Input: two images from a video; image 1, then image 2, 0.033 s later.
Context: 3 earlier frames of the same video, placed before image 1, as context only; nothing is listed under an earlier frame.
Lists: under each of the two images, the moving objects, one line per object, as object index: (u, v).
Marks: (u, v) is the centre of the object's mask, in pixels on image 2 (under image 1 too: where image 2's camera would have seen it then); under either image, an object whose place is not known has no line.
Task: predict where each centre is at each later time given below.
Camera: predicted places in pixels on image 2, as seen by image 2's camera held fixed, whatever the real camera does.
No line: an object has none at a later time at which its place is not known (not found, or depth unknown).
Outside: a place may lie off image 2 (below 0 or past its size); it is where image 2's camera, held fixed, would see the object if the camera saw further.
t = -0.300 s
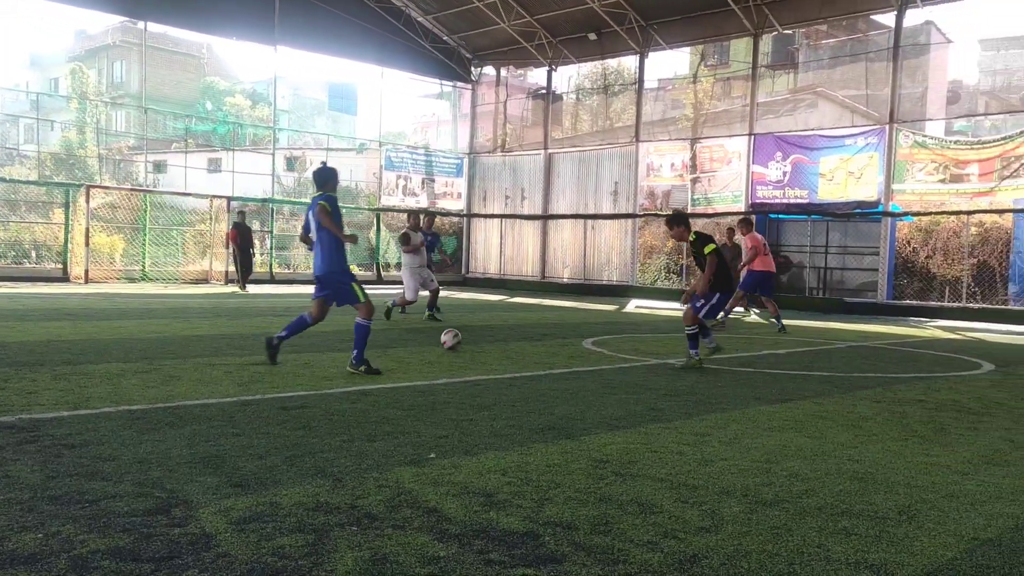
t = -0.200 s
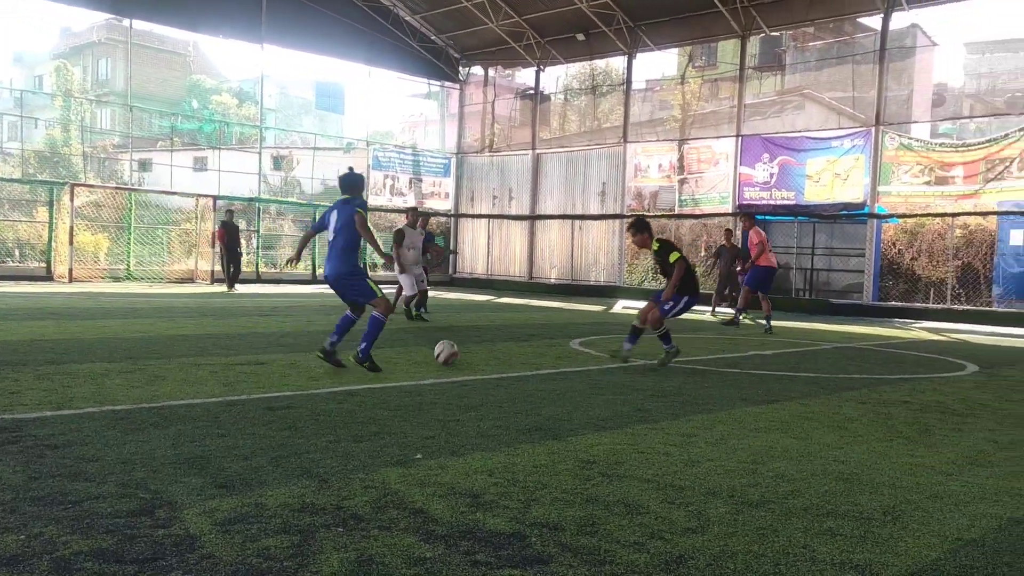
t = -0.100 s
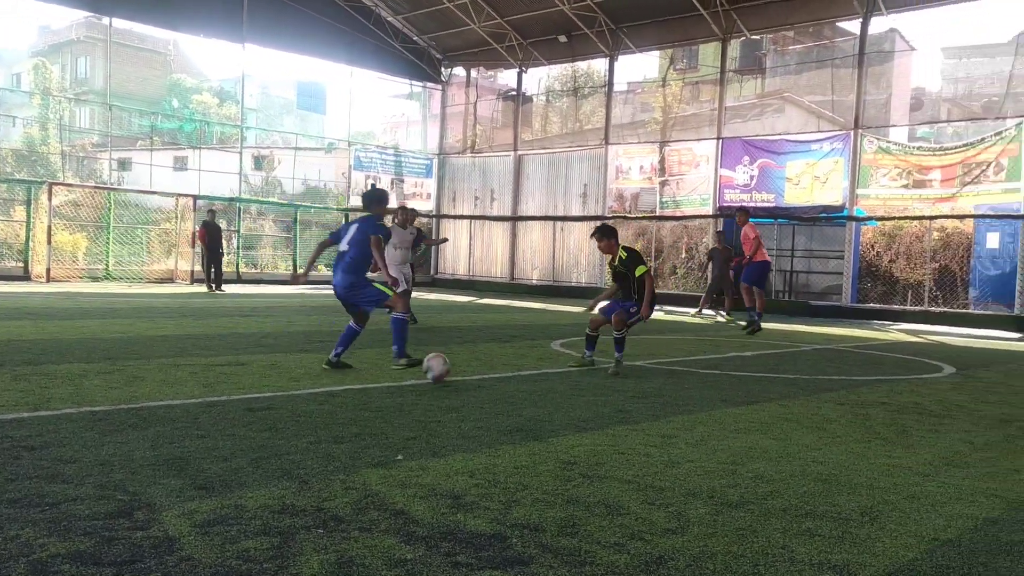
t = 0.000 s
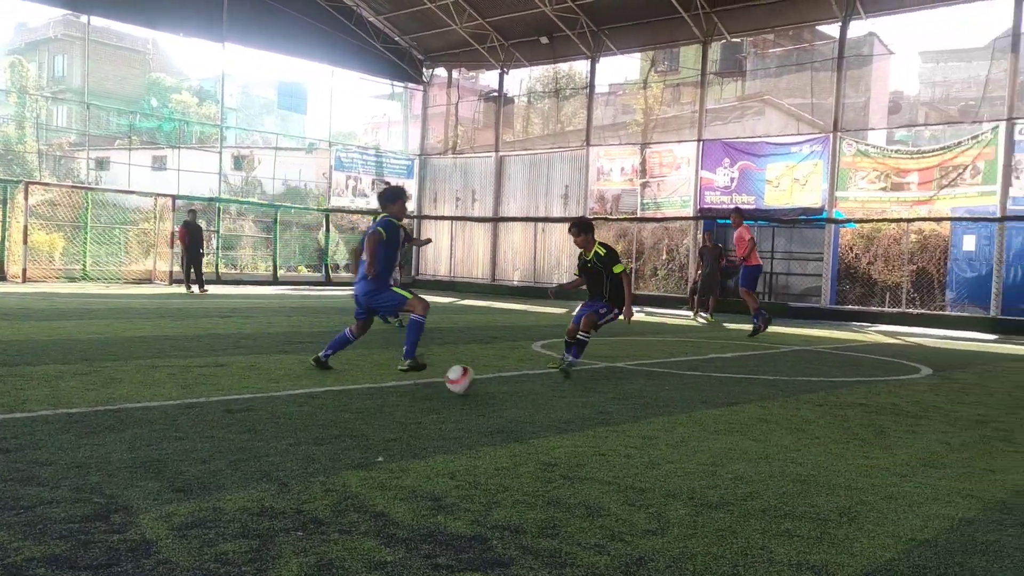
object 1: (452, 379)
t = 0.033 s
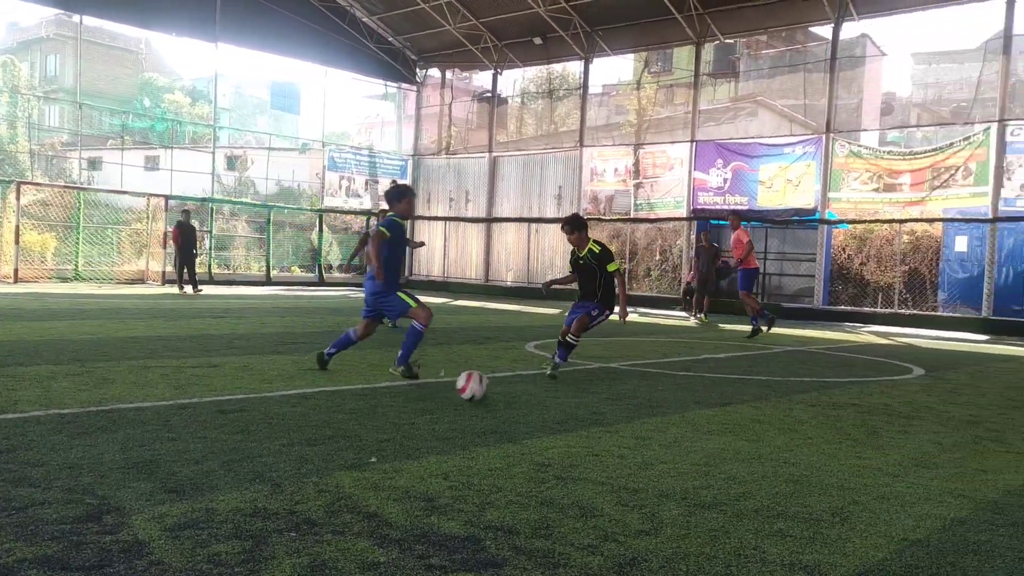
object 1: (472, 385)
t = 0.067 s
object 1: (490, 390)
